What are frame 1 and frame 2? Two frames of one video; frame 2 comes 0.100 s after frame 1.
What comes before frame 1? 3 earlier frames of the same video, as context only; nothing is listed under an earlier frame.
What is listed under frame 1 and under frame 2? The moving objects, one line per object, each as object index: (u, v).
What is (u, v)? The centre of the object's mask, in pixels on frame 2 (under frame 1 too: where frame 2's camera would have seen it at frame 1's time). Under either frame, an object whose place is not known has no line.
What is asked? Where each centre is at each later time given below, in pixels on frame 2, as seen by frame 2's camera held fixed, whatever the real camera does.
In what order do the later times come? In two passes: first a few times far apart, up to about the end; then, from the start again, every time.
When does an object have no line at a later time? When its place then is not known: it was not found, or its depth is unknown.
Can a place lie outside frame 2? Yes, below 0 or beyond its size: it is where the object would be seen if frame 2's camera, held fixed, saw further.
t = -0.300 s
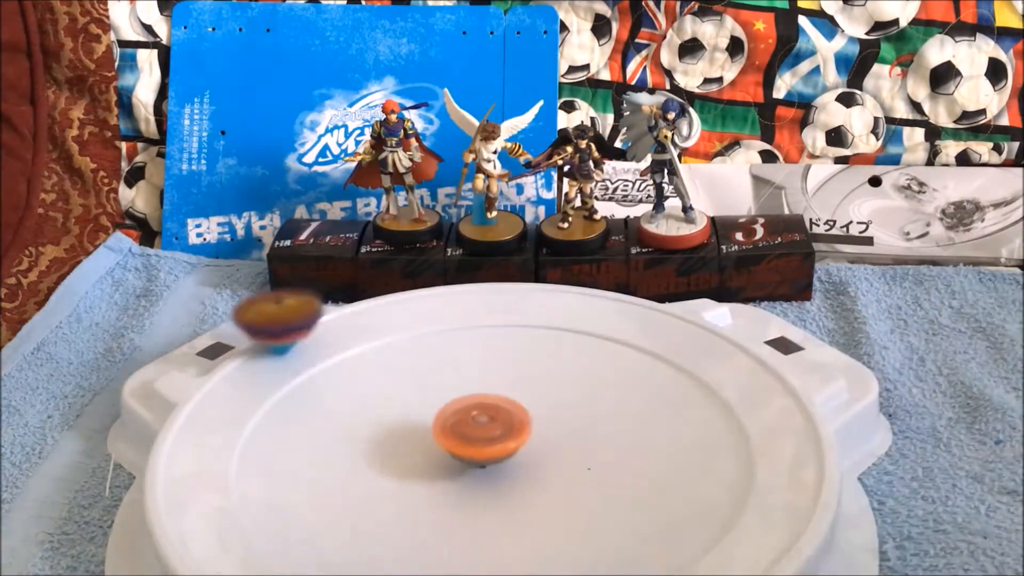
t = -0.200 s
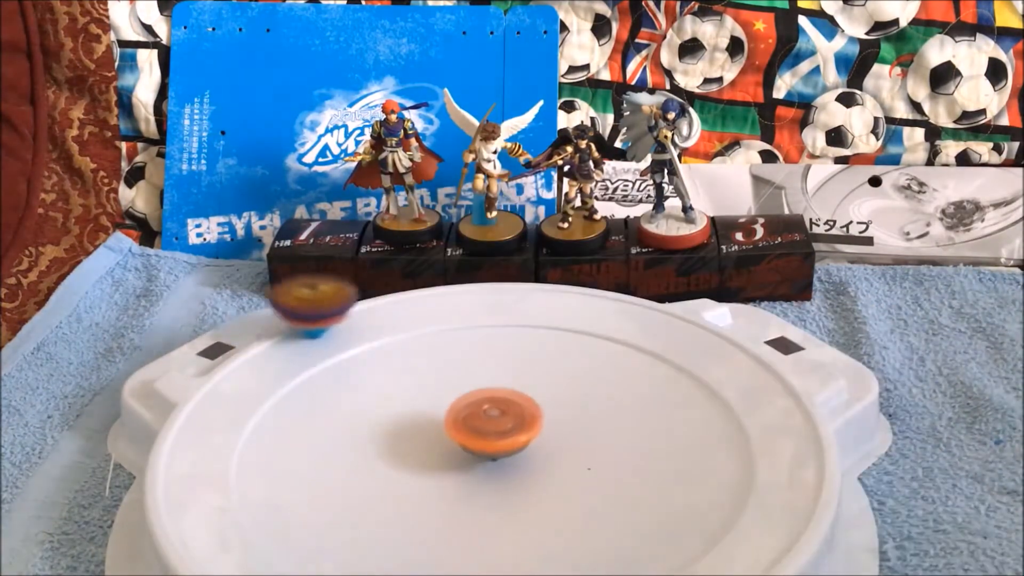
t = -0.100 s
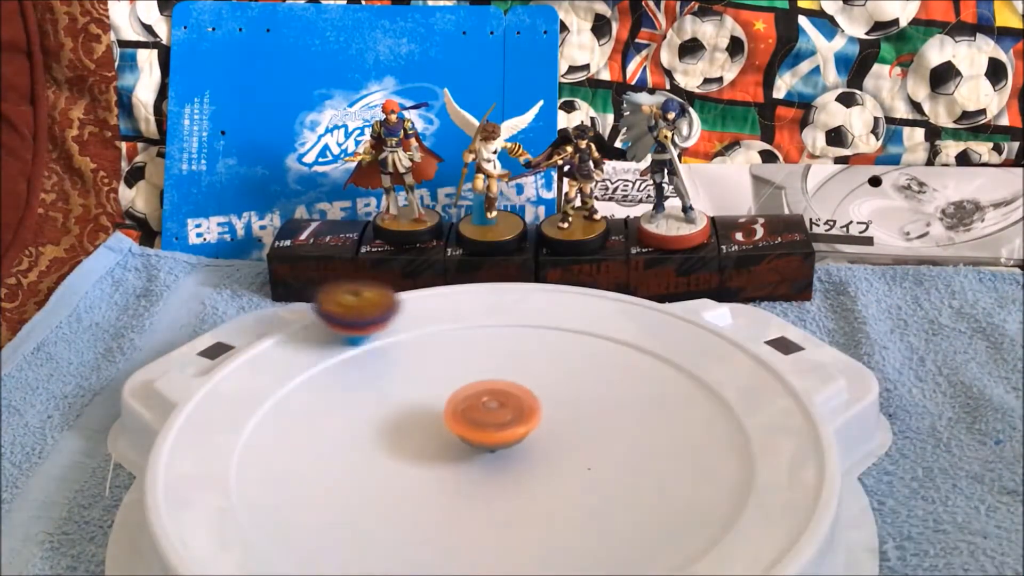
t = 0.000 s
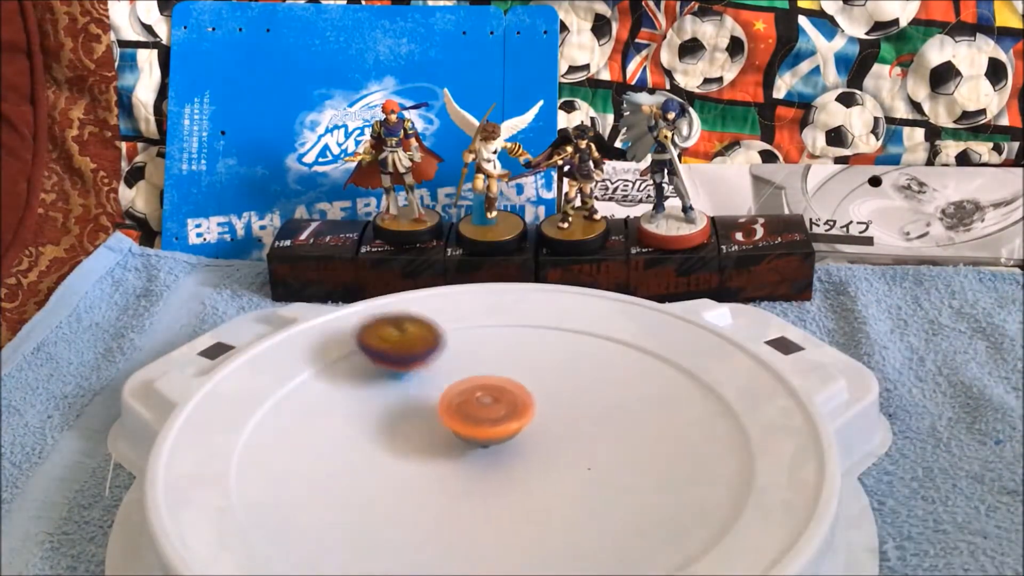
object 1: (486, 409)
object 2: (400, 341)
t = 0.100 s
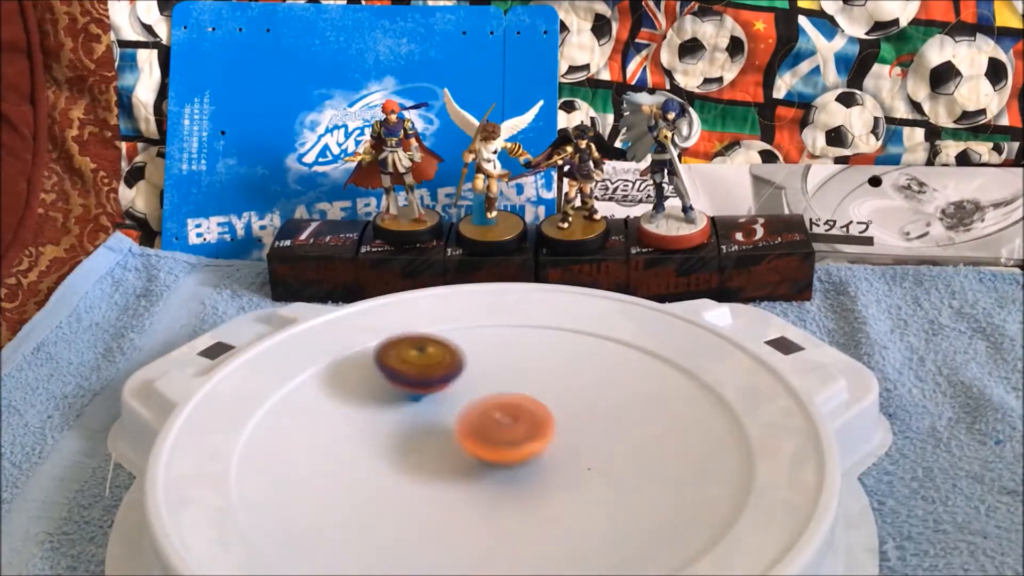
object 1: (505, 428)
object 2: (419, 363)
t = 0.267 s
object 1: (546, 439)
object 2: (391, 375)
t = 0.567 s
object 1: (553, 404)
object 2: (456, 454)
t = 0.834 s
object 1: (520, 369)
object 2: (559, 451)
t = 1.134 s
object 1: (416, 382)
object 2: (566, 360)
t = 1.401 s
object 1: (422, 456)
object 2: (383, 374)
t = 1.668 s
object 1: (547, 481)
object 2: (420, 460)
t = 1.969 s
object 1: (649, 410)
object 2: (551, 391)
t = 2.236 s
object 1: (563, 384)
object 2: (424, 320)
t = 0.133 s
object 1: (514, 436)
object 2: (416, 363)
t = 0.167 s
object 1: (521, 440)
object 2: (411, 364)
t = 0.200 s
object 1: (528, 441)
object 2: (405, 366)
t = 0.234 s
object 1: (536, 441)
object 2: (399, 370)
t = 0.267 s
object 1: (546, 439)
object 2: (391, 375)
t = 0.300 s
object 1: (555, 435)
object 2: (384, 381)
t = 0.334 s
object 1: (562, 431)
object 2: (377, 390)
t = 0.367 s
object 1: (567, 426)
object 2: (369, 399)
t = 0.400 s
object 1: (570, 419)
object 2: (369, 410)
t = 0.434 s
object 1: (571, 414)
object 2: (374, 422)
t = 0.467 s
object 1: (568, 409)
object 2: (386, 433)
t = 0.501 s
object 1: (564, 407)
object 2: (404, 443)
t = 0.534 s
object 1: (560, 405)
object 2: (428, 450)
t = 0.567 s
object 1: (553, 404)
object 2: (456, 454)
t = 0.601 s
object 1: (548, 402)
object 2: (485, 455)
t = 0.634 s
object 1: (553, 393)
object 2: (499, 461)
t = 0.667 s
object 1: (555, 384)
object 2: (510, 468)
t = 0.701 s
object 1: (552, 378)
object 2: (522, 469)
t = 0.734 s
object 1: (547, 374)
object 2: (534, 467)
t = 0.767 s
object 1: (539, 372)
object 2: (544, 464)
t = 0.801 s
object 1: (529, 370)
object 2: (553, 459)
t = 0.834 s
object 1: (520, 369)
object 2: (559, 451)
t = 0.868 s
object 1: (509, 370)
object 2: (565, 440)
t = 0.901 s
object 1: (499, 371)
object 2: (570, 430)
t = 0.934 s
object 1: (489, 373)
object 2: (569, 414)
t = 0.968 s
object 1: (479, 376)
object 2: (567, 399)
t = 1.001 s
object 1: (459, 371)
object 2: (575, 392)
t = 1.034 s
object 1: (442, 370)
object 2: (581, 384)
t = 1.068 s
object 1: (429, 372)
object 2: (581, 376)
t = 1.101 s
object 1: (421, 376)
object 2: (577, 368)
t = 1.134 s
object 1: (416, 382)
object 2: (566, 360)
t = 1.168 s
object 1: (412, 389)
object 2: (550, 354)
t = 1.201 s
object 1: (408, 396)
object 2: (531, 349)
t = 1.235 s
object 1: (405, 404)
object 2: (507, 347)
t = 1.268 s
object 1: (404, 412)
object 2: (479, 349)
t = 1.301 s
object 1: (405, 420)
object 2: (452, 354)
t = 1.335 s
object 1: (409, 428)
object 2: (427, 361)
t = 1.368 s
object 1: (415, 435)
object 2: (402, 371)
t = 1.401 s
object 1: (422, 456)
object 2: (383, 374)
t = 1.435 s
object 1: (432, 471)
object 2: (368, 375)
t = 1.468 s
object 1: (445, 481)
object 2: (357, 381)
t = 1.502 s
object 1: (460, 487)
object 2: (351, 390)
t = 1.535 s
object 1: (478, 488)
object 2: (351, 400)
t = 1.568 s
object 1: (497, 490)
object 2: (356, 415)
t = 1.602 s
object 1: (515, 488)
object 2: (371, 431)
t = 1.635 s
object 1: (533, 485)
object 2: (391, 446)
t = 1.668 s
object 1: (547, 481)
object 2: (420, 460)
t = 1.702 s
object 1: (563, 475)
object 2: (451, 470)
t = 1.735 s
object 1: (597, 469)
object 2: (461, 470)
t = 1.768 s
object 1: (621, 461)
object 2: (475, 468)
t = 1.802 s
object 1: (636, 453)
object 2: (491, 463)
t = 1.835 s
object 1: (644, 445)
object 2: (510, 454)
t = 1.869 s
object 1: (649, 436)
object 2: (527, 441)
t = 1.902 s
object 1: (650, 427)
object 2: (541, 426)
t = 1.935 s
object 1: (651, 418)
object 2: (549, 409)
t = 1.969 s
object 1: (649, 410)
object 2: (551, 391)
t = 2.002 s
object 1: (644, 402)
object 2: (547, 373)
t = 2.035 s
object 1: (637, 396)
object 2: (538, 357)
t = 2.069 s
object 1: (628, 390)
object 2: (525, 343)
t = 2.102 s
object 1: (618, 387)
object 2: (512, 333)
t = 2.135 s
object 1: (606, 385)
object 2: (494, 325)
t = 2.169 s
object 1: (592, 385)
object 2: (472, 320)
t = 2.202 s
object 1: (578, 384)
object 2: (449, 318)
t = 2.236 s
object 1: (563, 384)
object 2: (424, 320)
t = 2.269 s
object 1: (548, 384)
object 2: (399, 327)
